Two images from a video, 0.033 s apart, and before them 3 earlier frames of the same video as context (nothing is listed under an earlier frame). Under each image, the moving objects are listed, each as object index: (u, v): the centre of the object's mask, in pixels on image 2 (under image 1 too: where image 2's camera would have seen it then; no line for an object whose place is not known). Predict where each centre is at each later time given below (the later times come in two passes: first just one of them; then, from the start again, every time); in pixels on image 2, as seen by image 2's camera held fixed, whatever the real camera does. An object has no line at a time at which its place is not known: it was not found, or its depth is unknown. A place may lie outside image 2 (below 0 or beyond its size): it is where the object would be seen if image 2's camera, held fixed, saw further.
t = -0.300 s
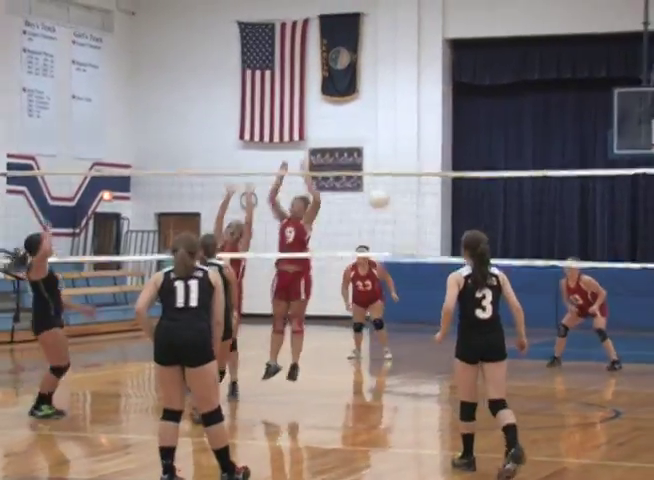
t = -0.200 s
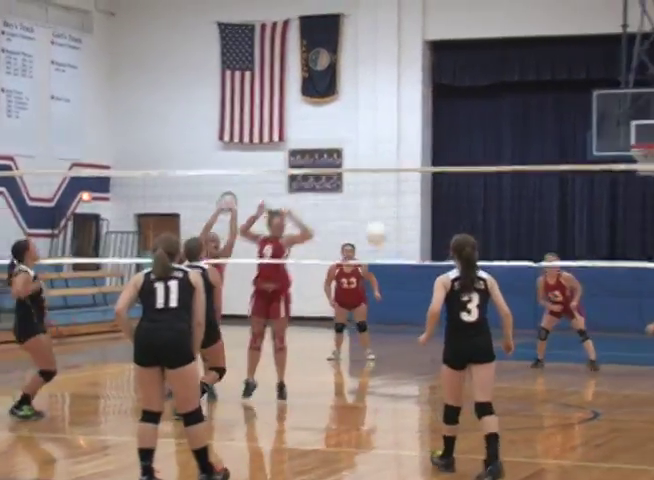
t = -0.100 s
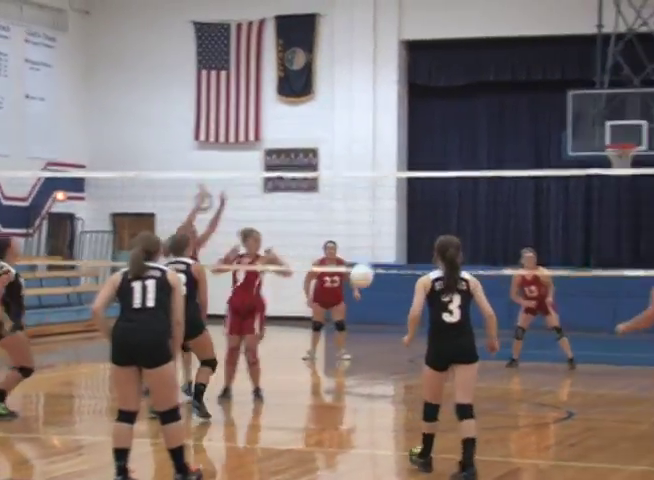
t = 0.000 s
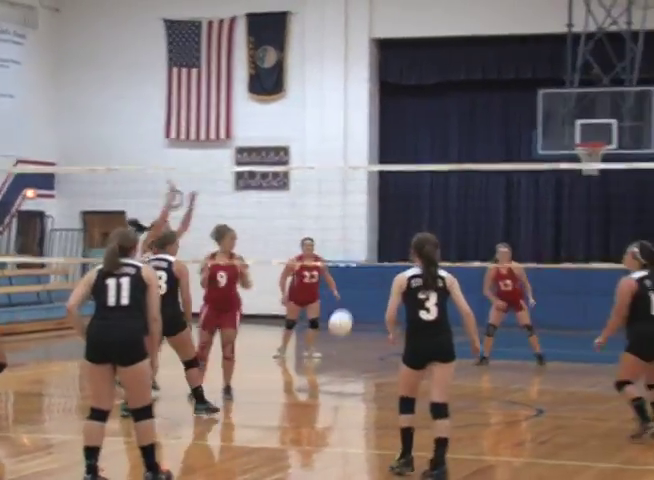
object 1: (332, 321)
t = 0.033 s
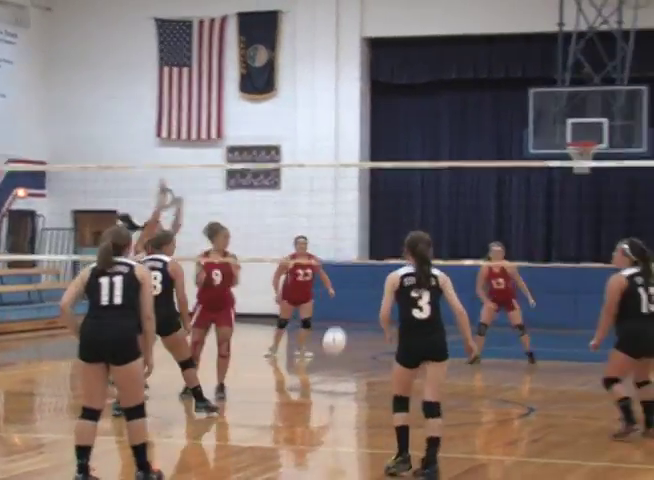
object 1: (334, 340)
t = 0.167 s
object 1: (340, 385)
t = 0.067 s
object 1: (336, 361)
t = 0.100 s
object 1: (340, 382)
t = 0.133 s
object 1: (341, 405)
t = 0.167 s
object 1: (340, 385)
